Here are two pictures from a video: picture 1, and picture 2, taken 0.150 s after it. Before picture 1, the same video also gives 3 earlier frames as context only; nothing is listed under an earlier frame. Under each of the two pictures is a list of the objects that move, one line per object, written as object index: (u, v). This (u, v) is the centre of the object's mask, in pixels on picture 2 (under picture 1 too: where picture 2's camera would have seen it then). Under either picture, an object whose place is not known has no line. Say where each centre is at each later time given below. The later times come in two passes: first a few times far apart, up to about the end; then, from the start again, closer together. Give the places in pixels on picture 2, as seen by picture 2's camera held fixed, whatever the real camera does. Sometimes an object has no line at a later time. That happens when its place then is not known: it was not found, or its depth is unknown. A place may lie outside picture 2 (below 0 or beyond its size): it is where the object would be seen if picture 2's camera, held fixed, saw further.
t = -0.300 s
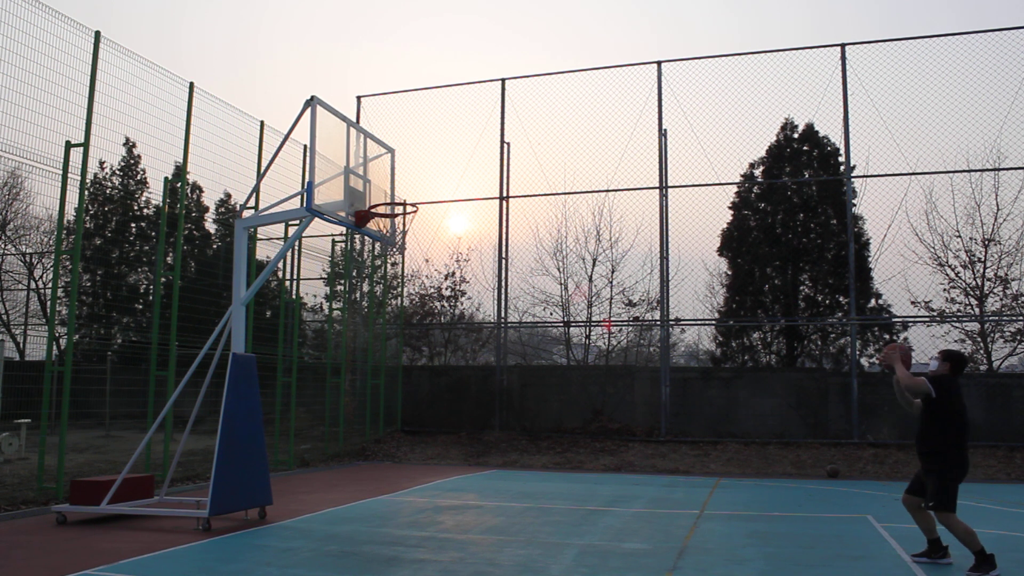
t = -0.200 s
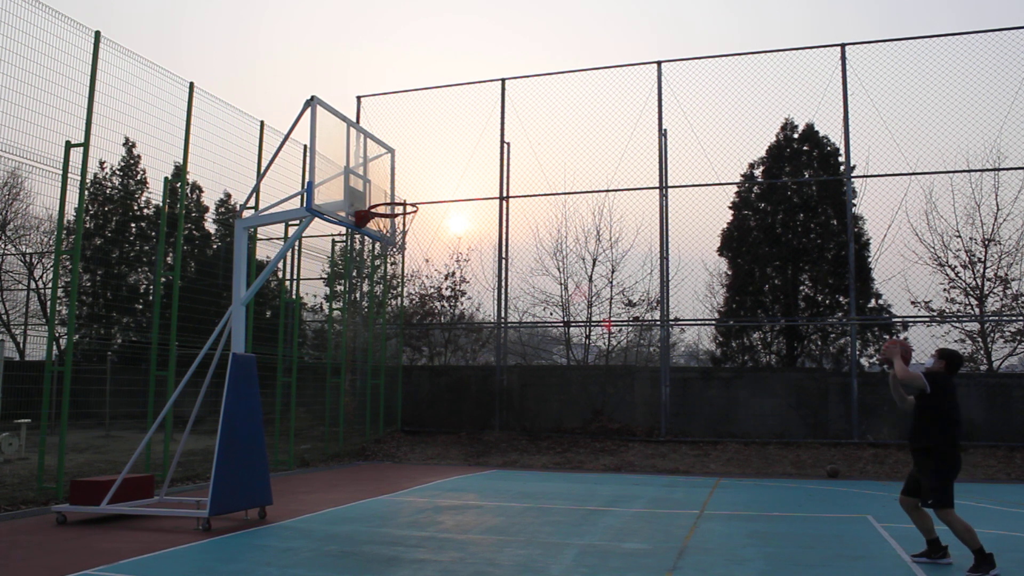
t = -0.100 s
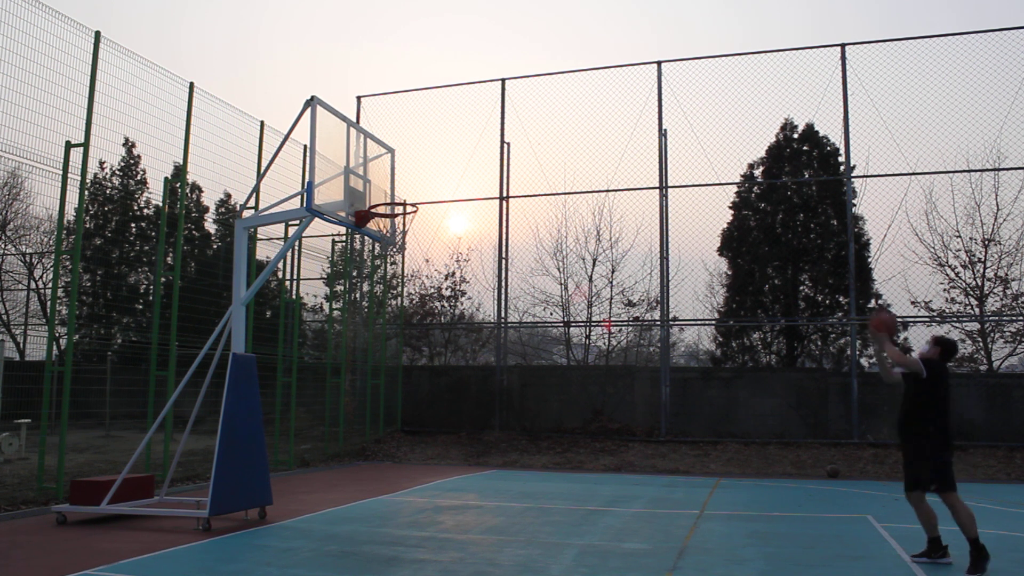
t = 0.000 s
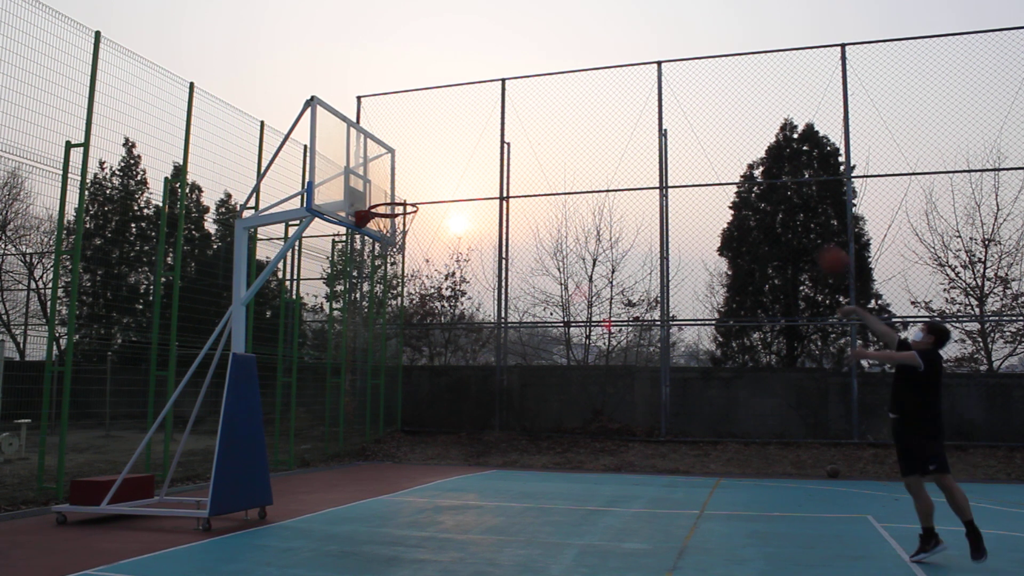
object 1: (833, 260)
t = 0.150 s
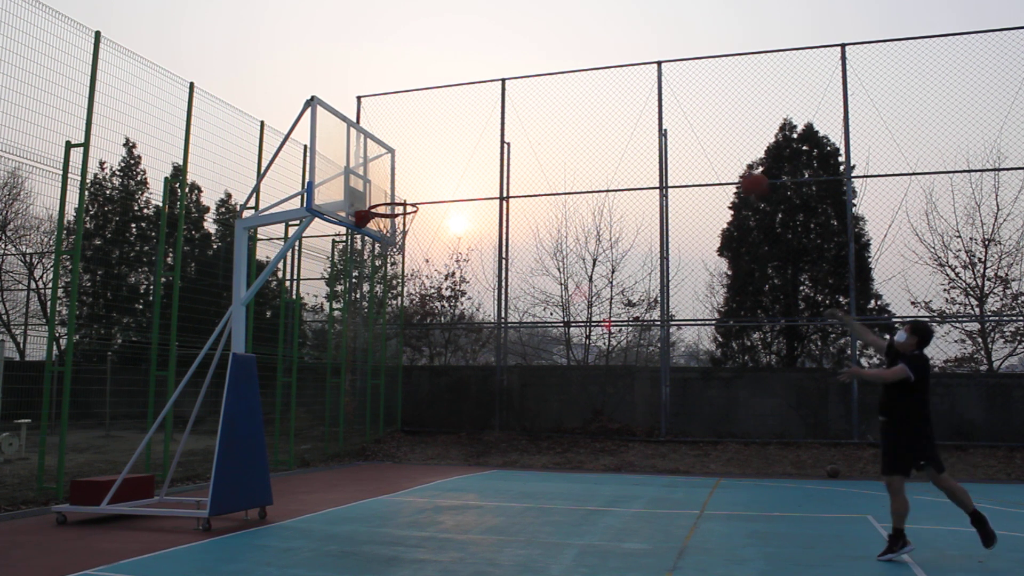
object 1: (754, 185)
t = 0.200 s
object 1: (726, 165)
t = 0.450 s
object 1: (602, 111)
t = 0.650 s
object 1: (510, 115)
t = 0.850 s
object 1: (422, 159)
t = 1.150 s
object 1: (407, 159)
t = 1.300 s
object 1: (429, 152)
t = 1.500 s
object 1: (455, 173)
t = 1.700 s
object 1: (479, 228)
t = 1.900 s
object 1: (500, 314)
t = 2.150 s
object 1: (523, 459)
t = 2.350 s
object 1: (532, 420)
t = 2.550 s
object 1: (537, 351)
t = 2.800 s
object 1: (544, 310)
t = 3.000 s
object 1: (548, 311)
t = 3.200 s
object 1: (551, 339)
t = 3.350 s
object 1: (554, 375)
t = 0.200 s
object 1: (726, 165)
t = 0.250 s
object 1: (700, 148)
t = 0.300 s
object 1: (675, 135)
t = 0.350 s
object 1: (650, 124)
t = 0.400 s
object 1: (626, 116)
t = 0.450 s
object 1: (602, 111)
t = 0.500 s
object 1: (579, 108)
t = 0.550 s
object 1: (555, 108)
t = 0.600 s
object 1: (533, 110)
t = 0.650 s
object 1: (510, 115)
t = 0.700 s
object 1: (488, 122)
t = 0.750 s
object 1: (466, 132)
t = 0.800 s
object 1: (444, 145)
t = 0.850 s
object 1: (422, 159)
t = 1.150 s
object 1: (407, 159)
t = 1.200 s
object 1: (415, 154)
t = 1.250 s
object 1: (422, 152)
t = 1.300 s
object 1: (429, 152)
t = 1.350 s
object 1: (436, 154)
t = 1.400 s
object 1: (442, 159)
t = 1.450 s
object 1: (449, 165)
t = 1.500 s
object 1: (455, 173)
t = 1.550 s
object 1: (461, 184)
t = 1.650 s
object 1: (473, 211)
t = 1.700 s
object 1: (479, 228)
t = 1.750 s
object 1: (484, 246)
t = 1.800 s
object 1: (489, 266)
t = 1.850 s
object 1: (494, 289)
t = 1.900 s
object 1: (500, 314)
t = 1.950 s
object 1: (504, 339)
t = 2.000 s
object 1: (510, 366)
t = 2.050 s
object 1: (514, 395)
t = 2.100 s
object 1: (519, 425)
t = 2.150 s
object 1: (523, 459)
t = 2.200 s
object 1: (527, 492)
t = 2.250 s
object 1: (529, 469)
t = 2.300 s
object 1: (531, 443)
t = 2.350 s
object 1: (532, 420)
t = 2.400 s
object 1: (534, 398)
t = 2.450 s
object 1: (535, 379)
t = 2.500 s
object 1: (537, 364)
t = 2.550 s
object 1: (537, 351)
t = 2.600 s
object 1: (539, 339)
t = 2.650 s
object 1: (540, 329)
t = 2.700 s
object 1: (541, 320)
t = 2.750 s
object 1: (542, 314)
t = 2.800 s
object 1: (544, 310)
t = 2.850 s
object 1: (545, 308)
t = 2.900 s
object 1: (546, 307)
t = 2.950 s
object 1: (547, 308)
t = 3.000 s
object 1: (548, 311)
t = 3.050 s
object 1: (549, 315)
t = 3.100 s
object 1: (550, 321)
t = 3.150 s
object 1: (550, 330)
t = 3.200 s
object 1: (551, 339)
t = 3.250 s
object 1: (552, 349)
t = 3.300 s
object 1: (553, 362)
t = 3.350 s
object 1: (554, 375)
